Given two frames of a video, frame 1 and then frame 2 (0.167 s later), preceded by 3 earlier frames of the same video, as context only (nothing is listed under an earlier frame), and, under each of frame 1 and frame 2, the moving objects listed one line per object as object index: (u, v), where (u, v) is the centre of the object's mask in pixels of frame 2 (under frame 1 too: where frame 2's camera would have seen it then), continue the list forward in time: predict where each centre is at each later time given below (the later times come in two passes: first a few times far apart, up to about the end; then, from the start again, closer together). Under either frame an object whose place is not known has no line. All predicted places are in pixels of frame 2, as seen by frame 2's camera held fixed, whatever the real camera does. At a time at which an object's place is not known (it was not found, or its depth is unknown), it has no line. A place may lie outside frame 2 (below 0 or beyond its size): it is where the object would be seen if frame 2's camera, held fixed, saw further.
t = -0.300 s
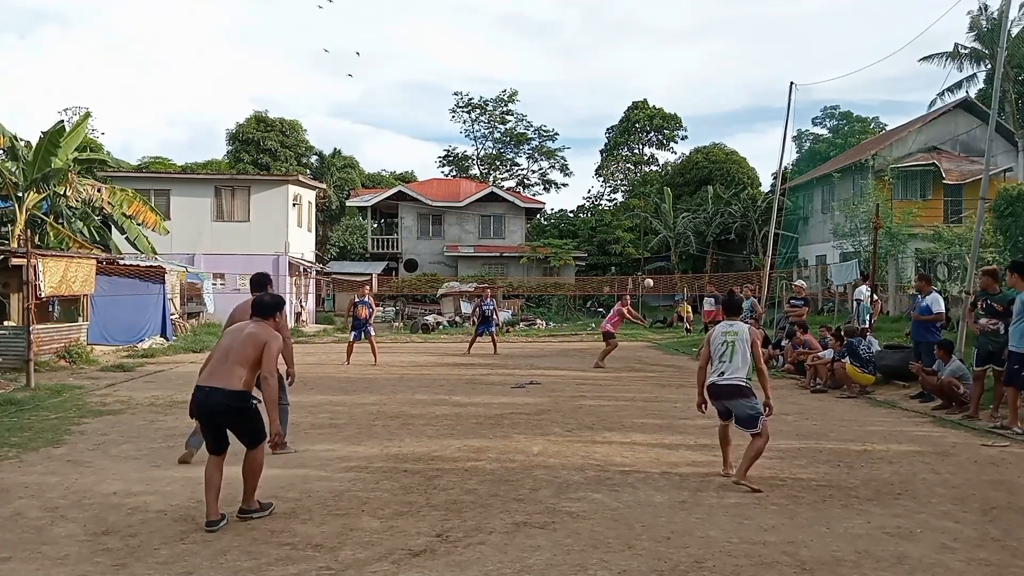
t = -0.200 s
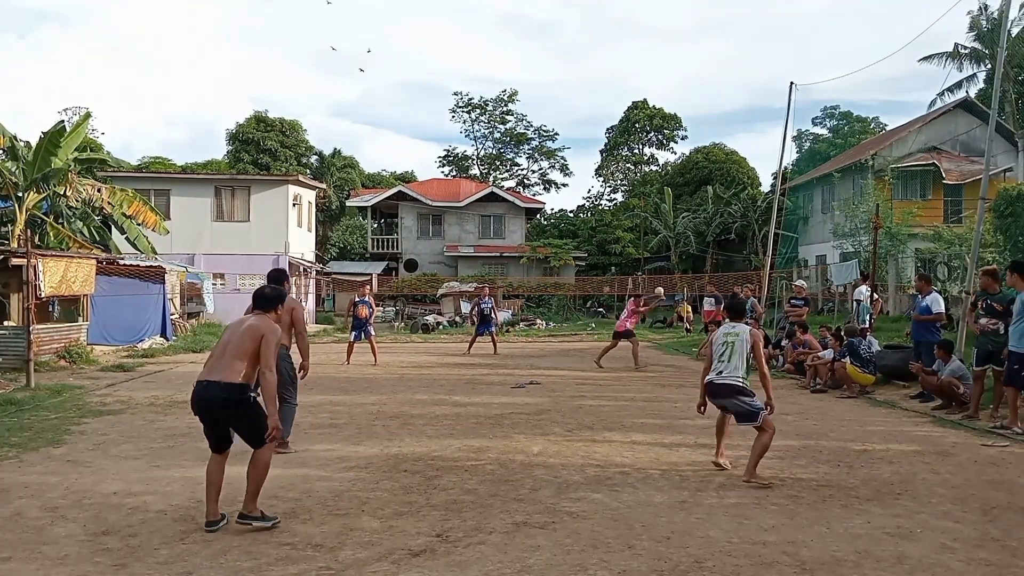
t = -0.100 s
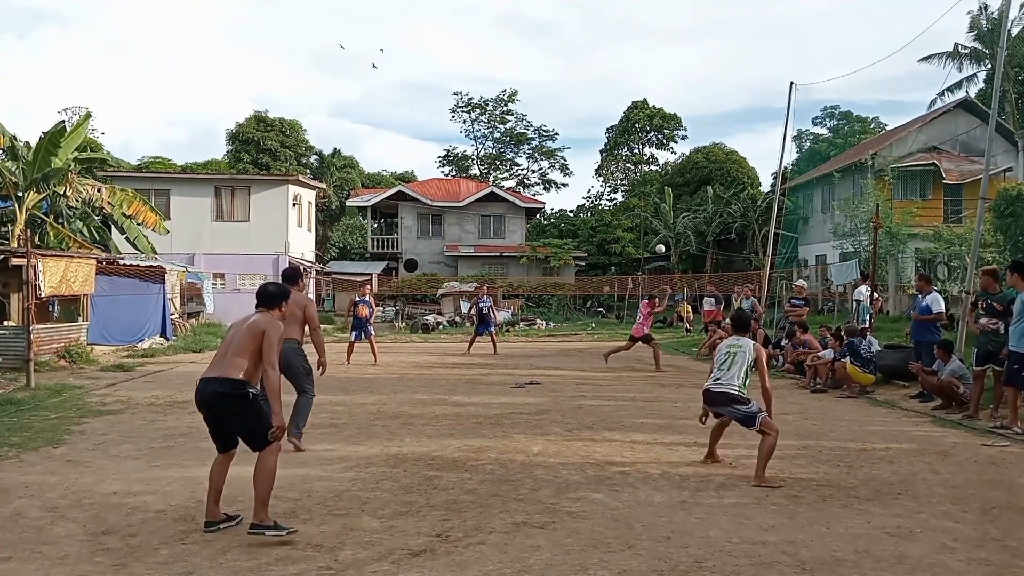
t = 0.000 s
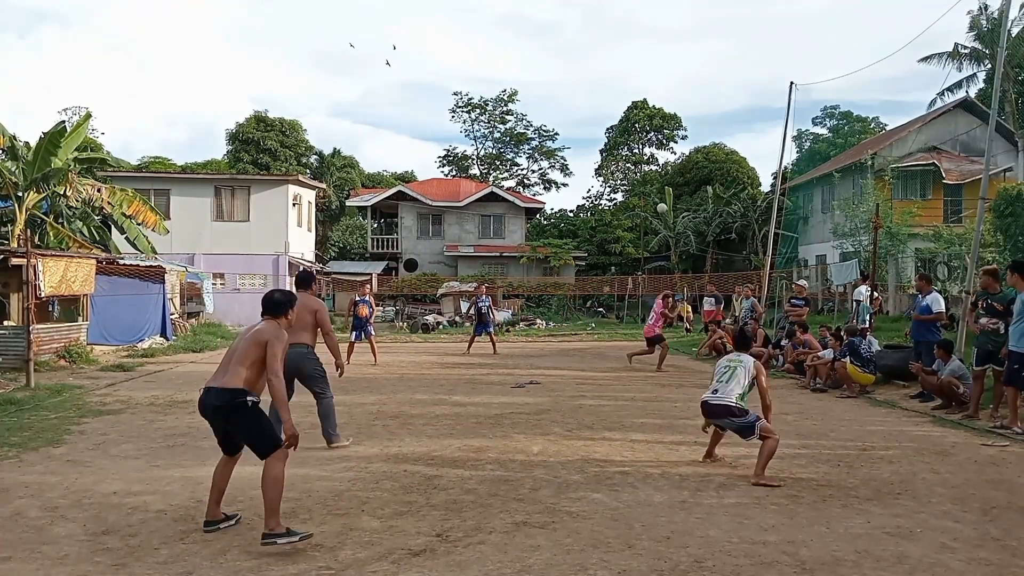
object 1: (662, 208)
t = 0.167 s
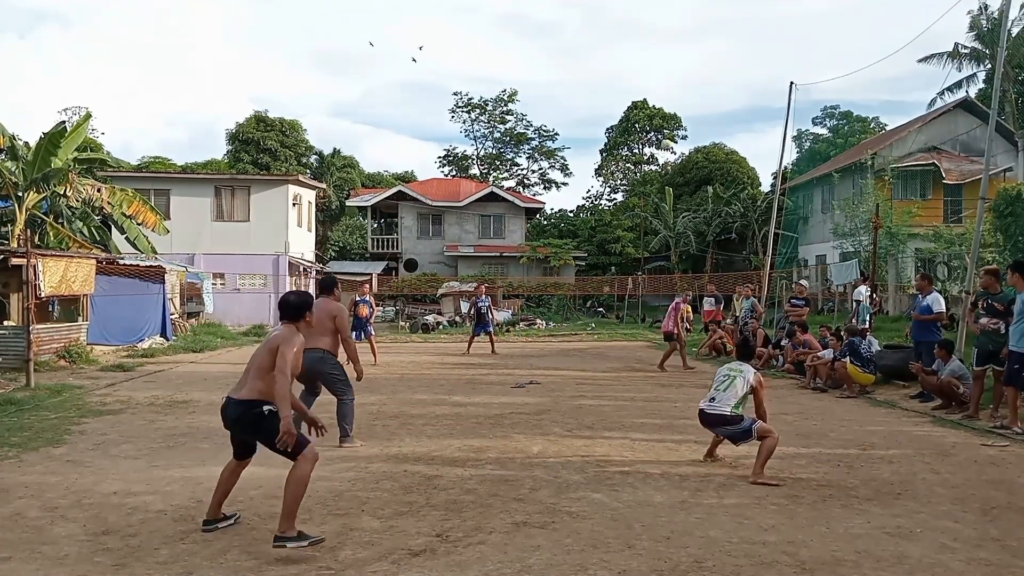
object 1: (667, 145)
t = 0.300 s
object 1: (672, 100)
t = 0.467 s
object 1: (682, 54)
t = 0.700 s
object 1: (703, 16)
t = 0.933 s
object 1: (733, 29)
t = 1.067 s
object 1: (758, 75)
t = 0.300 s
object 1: (672, 100)
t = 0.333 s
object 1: (673, 90)
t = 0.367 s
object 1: (675, 80)
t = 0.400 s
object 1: (677, 71)
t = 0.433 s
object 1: (680, 62)
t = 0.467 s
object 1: (682, 54)
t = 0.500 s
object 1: (684, 47)
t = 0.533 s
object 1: (687, 39)
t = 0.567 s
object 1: (690, 33)
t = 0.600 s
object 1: (693, 27)
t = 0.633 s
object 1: (696, 23)
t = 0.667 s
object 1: (699, 19)
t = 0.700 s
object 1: (703, 16)
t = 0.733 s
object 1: (706, 14)
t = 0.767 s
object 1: (710, 13)
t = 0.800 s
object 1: (714, 14)
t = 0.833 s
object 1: (719, 15)
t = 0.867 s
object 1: (723, 18)
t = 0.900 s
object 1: (728, 23)
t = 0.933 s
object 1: (733, 29)
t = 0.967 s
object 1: (739, 38)
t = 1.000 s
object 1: (745, 48)
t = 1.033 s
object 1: (751, 60)
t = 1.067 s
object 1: (758, 75)
